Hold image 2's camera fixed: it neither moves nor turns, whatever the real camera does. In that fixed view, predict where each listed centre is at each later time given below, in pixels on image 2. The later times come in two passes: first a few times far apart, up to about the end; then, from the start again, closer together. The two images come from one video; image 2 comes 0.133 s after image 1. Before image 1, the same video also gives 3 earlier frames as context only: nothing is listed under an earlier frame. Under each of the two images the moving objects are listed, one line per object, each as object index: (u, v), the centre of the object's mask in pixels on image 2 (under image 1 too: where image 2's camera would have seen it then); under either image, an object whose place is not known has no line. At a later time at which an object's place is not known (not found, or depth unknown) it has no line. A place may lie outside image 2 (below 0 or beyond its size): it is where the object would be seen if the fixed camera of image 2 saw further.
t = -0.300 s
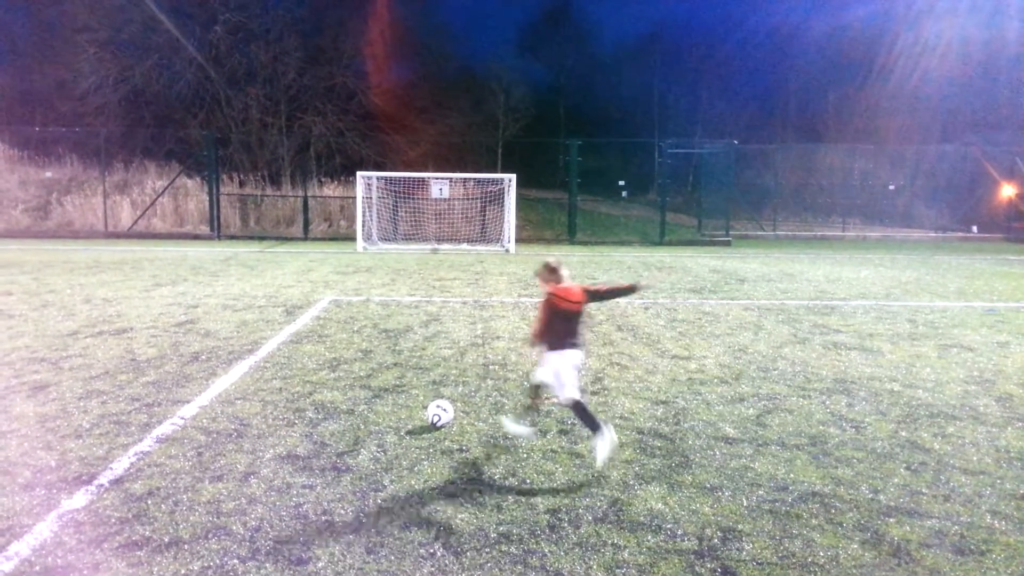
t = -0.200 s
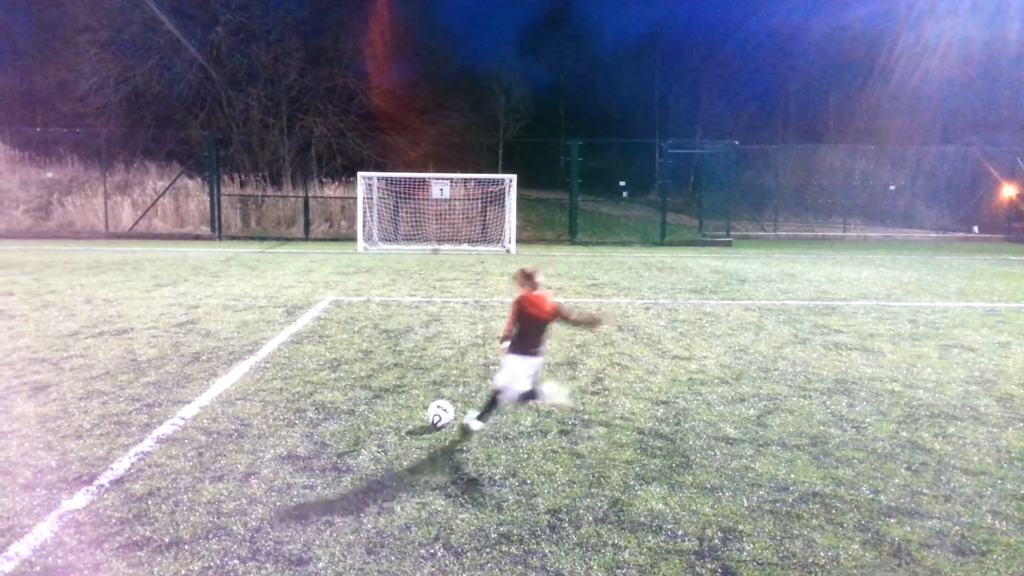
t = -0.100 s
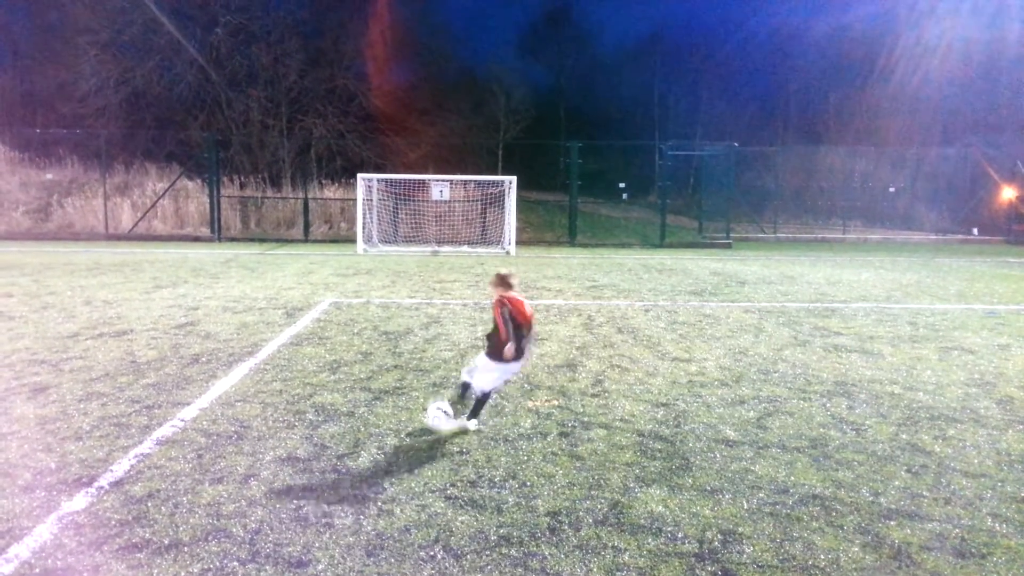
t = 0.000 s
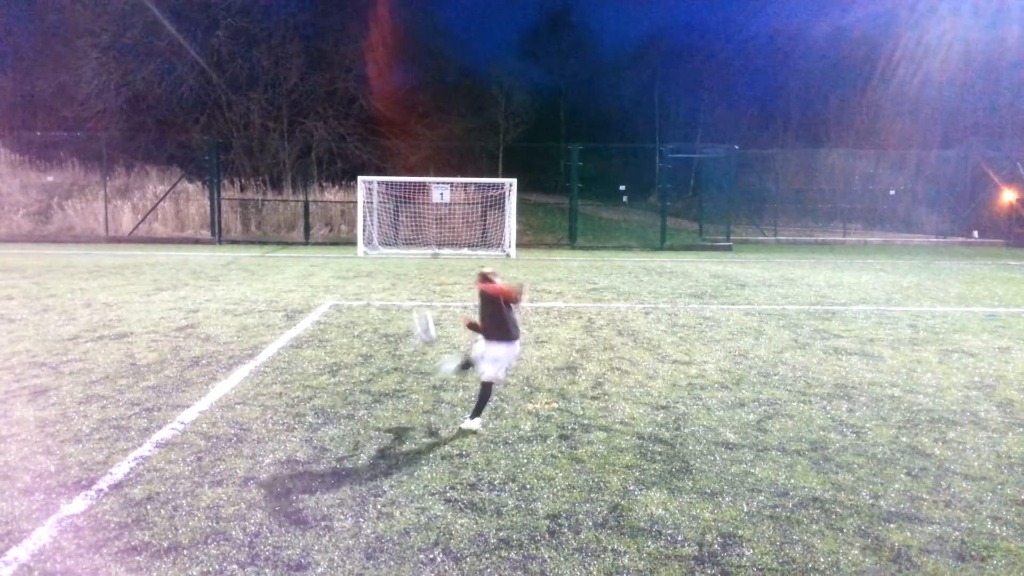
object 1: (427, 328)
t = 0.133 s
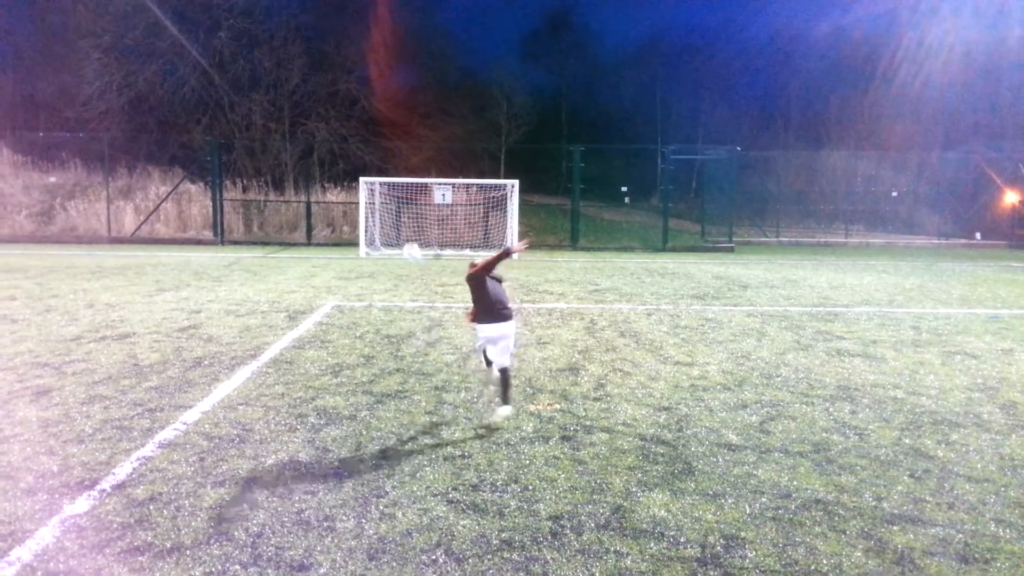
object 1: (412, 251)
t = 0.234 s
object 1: (407, 224)
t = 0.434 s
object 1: (403, 200)
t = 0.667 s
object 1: (405, 206)
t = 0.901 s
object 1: (410, 231)
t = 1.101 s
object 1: (416, 244)
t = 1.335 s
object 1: (420, 228)
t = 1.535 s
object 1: (419, 230)
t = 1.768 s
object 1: (419, 245)
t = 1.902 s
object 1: (420, 243)
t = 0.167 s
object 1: (409, 242)
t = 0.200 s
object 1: (408, 232)
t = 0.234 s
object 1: (407, 224)
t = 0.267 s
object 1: (405, 217)
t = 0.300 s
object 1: (404, 211)
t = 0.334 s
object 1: (404, 207)
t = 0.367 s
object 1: (403, 205)
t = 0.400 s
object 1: (403, 203)
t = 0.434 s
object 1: (403, 200)
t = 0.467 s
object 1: (403, 200)
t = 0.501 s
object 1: (403, 199)
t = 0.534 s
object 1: (403, 200)
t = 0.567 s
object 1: (404, 200)
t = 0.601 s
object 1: (404, 202)
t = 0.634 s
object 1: (404, 204)
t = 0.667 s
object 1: (405, 206)
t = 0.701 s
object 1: (406, 209)
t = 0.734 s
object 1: (406, 212)
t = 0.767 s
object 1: (407, 215)
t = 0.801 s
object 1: (408, 219)
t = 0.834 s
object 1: (408, 223)
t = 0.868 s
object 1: (409, 227)
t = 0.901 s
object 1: (410, 231)
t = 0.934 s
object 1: (411, 236)
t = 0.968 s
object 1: (412, 241)
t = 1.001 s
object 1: (413, 246)
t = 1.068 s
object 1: (415, 249)
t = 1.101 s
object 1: (416, 244)
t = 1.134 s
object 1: (417, 240)
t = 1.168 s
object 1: (418, 235)
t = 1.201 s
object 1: (419, 233)
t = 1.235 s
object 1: (419, 231)
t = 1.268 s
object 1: (420, 230)
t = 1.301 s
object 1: (420, 229)
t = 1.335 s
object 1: (420, 228)
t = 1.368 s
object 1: (420, 227)
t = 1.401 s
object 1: (420, 227)
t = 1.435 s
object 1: (420, 227)
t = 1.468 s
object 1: (420, 228)
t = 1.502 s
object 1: (419, 230)
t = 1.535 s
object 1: (419, 230)
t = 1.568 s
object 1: (418, 232)
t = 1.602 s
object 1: (419, 234)
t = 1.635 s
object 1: (419, 236)
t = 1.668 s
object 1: (418, 239)
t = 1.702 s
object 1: (419, 242)
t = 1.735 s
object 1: (418, 245)
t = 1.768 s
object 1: (419, 245)
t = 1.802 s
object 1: (419, 244)
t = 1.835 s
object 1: (419, 243)
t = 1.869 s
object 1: (420, 243)
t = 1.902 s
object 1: (420, 243)
